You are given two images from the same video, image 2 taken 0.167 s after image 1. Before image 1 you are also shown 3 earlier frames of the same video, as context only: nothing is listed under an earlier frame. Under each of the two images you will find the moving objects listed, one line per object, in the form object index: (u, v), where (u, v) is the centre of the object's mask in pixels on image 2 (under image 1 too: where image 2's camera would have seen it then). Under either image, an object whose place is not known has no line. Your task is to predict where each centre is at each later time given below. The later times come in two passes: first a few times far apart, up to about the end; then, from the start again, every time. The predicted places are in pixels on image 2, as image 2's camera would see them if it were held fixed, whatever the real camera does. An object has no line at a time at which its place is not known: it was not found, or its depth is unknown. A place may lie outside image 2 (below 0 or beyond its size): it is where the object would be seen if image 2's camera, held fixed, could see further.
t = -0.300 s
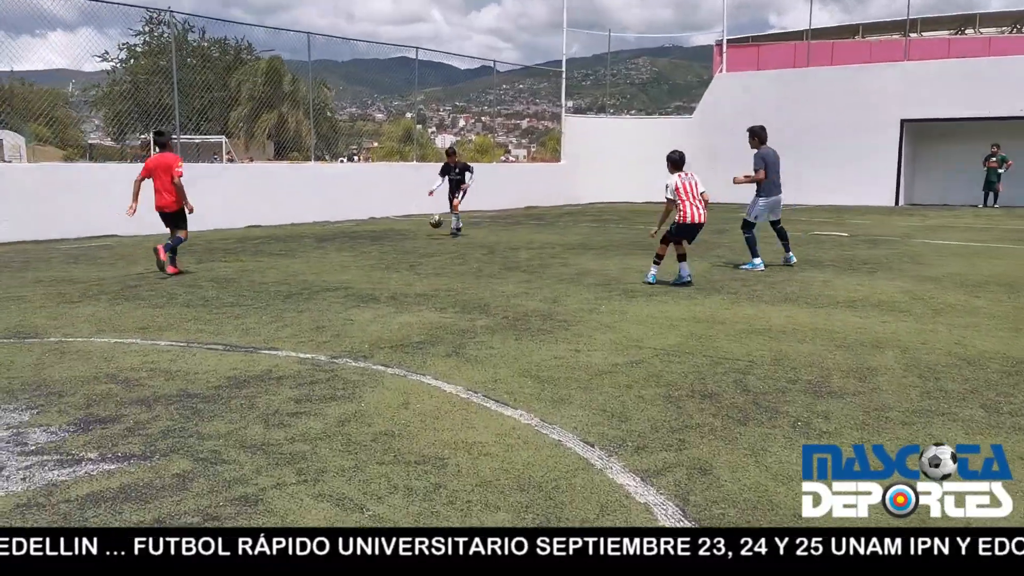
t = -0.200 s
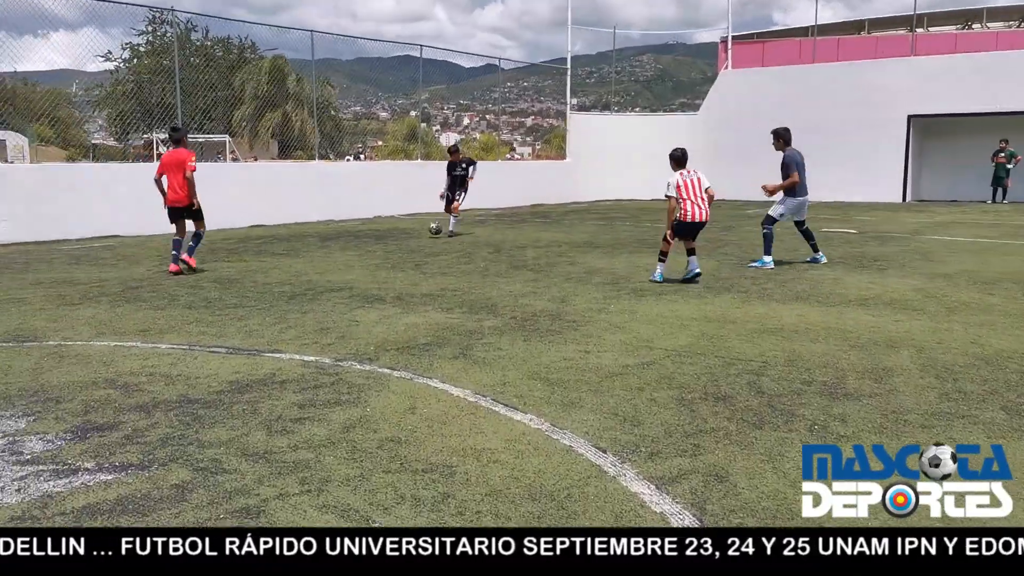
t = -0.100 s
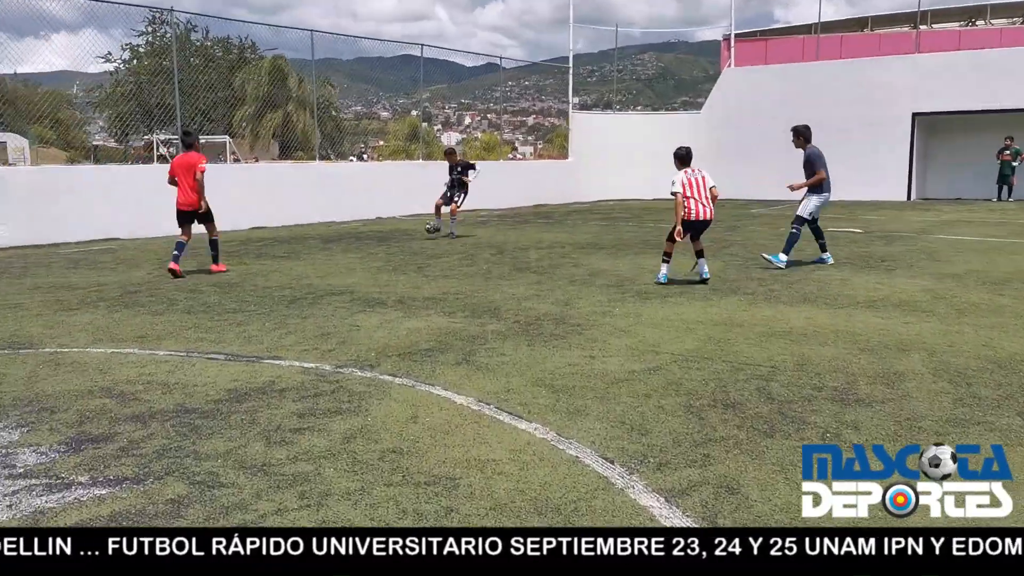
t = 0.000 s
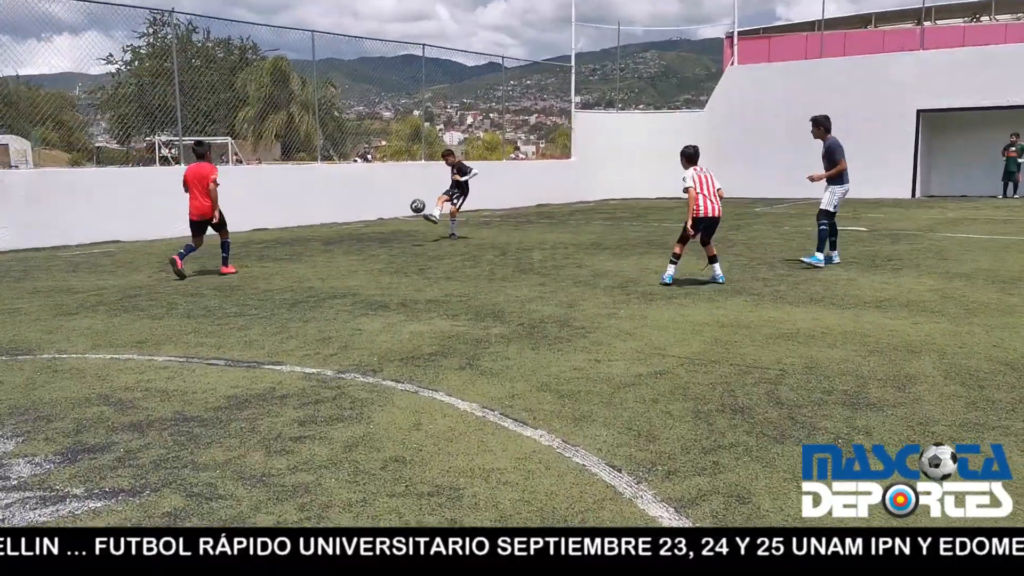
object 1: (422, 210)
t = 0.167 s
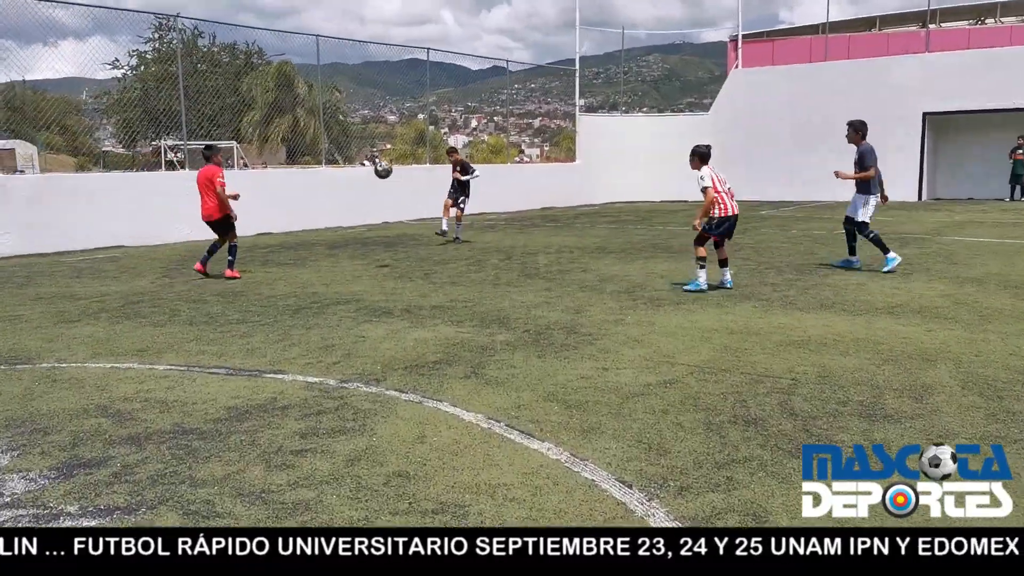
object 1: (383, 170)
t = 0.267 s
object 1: (353, 150)
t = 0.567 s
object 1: (199, 133)
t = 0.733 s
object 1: (14, 198)
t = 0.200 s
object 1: (373, 162)
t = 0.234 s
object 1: (364, 156)
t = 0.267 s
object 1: (353, 150)
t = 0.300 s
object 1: (341, 144)
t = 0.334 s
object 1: (328, 139)
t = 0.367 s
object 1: (313, 135)
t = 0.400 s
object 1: (298, 133)
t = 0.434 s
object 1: (283, 130)
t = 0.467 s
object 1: (265, 128)
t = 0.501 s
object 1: (244, 128)
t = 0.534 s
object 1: (223, 129)
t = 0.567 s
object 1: (199, 133)
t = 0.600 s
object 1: (171, 139)
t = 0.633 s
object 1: (141, 149)
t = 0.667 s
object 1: (105, 160)
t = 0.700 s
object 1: (64, 176)
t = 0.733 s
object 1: (14, 198)
